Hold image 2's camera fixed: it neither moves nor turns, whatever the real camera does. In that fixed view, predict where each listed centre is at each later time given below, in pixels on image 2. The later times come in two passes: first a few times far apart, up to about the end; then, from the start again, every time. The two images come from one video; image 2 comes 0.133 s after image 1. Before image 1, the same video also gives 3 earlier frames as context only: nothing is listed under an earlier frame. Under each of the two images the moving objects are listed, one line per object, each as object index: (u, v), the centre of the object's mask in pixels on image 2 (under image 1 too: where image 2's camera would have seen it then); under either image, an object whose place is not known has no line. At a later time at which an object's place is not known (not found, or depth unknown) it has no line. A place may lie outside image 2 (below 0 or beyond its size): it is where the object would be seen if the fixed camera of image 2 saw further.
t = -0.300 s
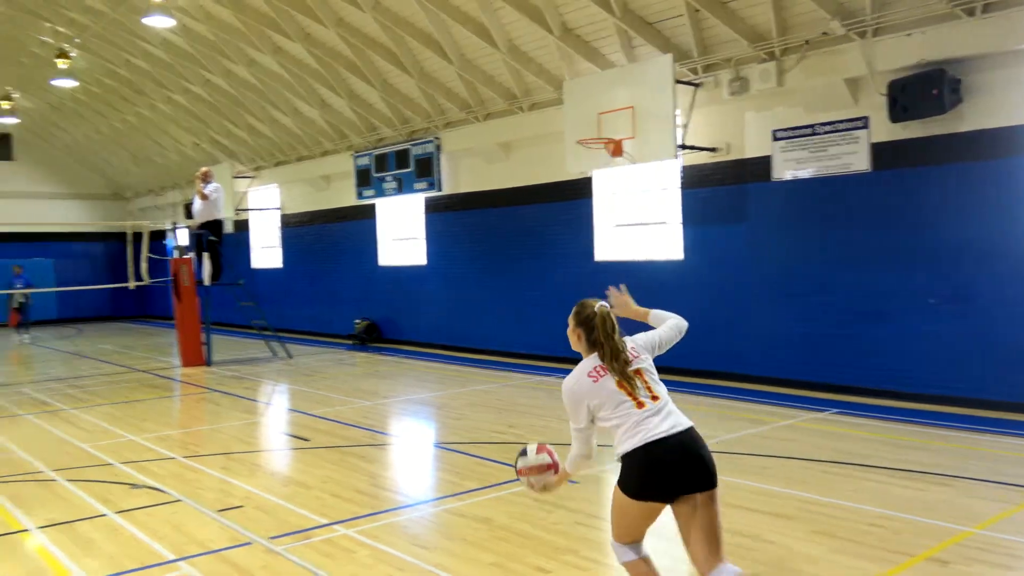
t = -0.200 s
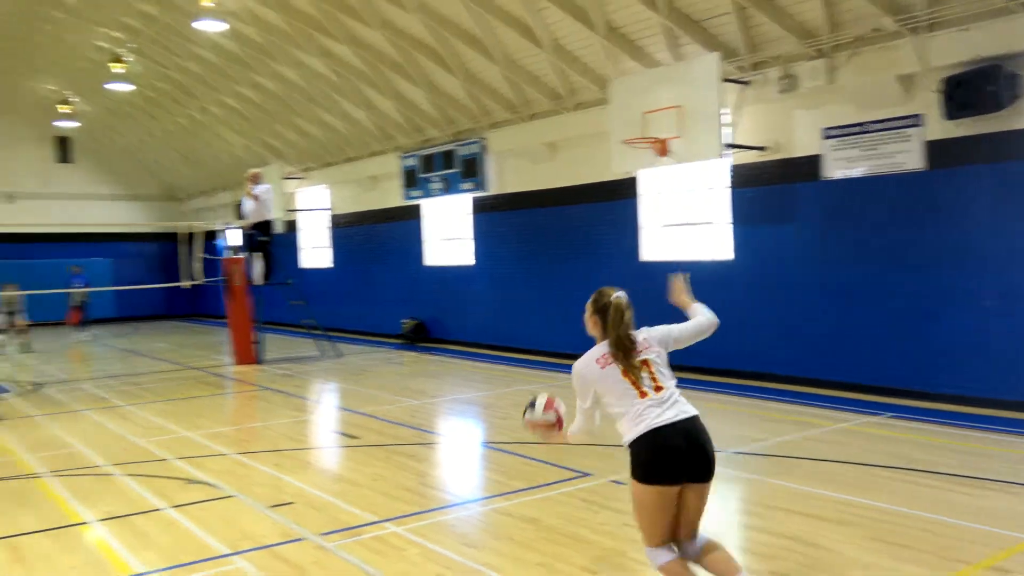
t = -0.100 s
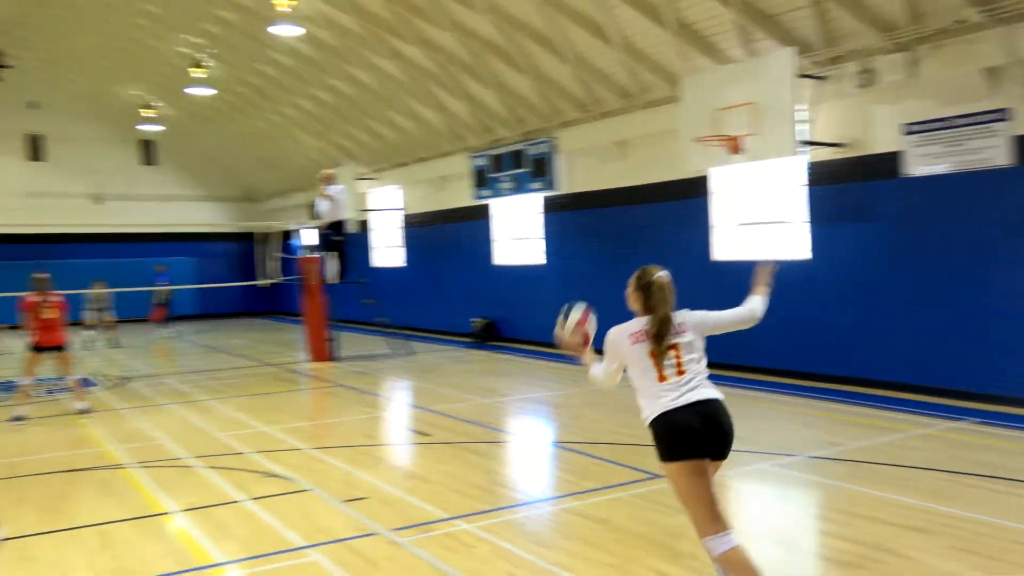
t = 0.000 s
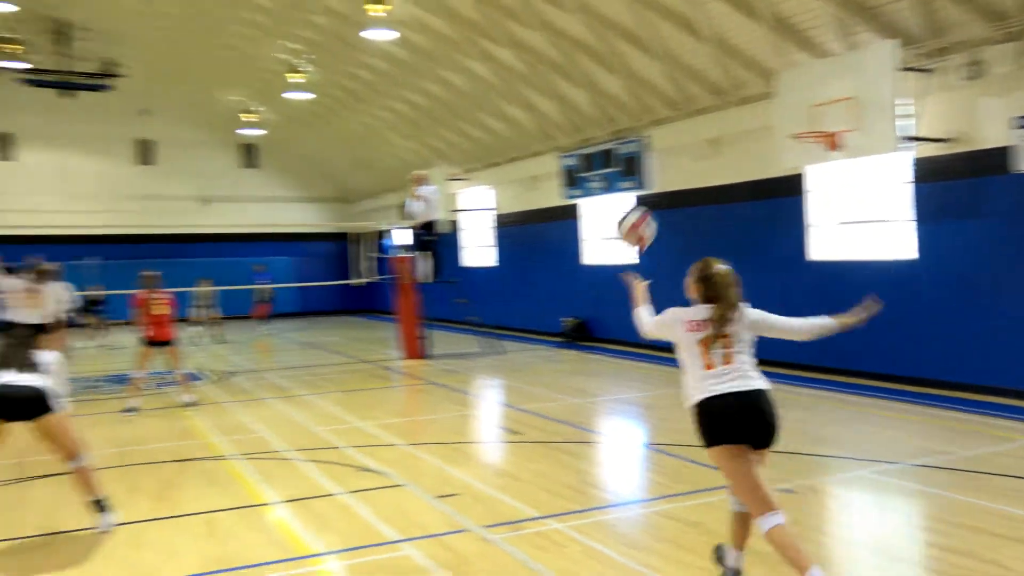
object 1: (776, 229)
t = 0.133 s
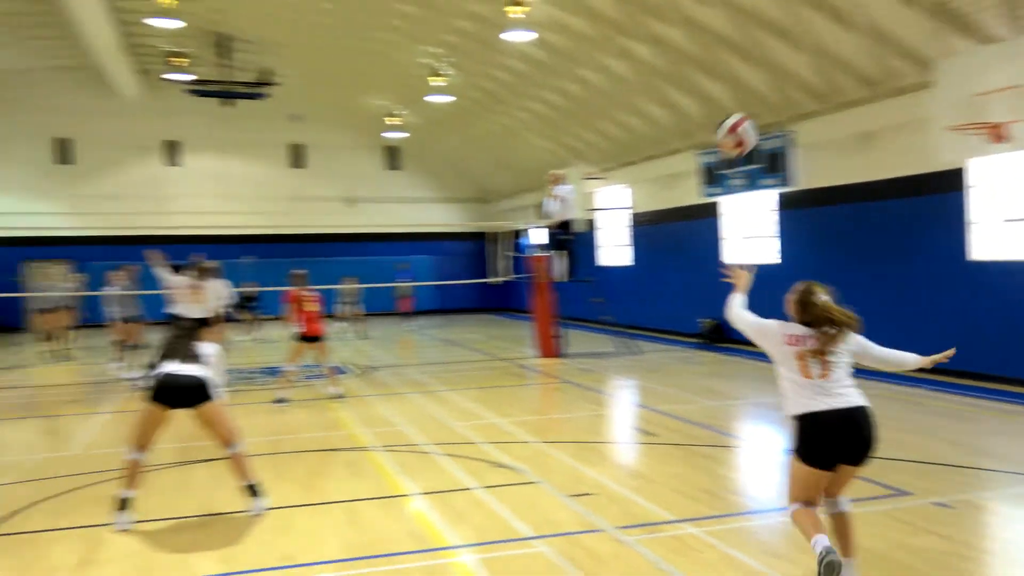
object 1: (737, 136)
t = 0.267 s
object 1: (703, 81)
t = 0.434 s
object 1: (667, 63)
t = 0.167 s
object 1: (728, 119)
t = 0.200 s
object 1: (718, 105)
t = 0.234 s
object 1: (709, 92)
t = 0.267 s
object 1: (703, 81)
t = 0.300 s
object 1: (695, 73)
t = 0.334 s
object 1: (688, 68)
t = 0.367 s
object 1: (681, 64)
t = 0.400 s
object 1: (673, 63)
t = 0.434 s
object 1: (667, 63)
